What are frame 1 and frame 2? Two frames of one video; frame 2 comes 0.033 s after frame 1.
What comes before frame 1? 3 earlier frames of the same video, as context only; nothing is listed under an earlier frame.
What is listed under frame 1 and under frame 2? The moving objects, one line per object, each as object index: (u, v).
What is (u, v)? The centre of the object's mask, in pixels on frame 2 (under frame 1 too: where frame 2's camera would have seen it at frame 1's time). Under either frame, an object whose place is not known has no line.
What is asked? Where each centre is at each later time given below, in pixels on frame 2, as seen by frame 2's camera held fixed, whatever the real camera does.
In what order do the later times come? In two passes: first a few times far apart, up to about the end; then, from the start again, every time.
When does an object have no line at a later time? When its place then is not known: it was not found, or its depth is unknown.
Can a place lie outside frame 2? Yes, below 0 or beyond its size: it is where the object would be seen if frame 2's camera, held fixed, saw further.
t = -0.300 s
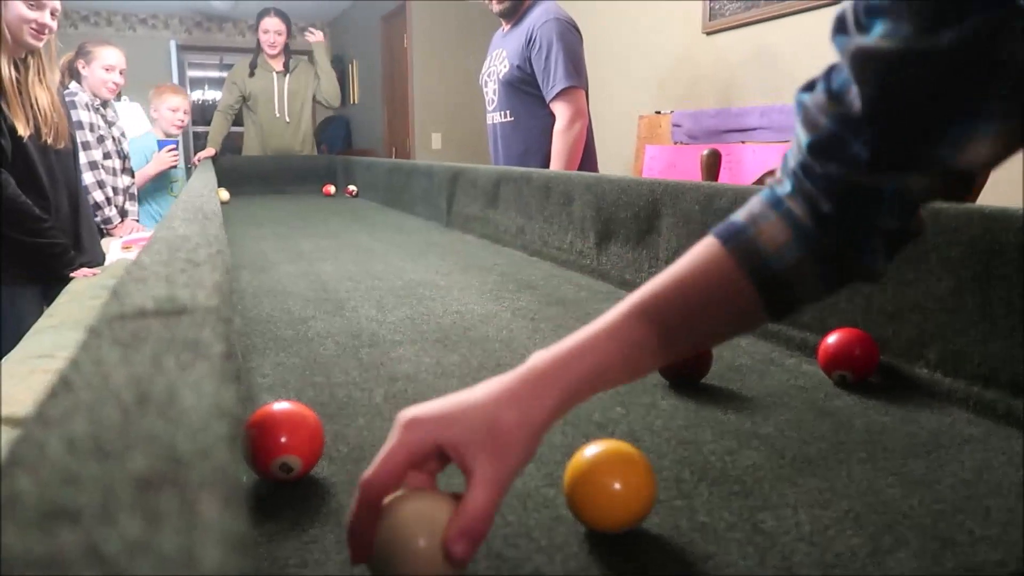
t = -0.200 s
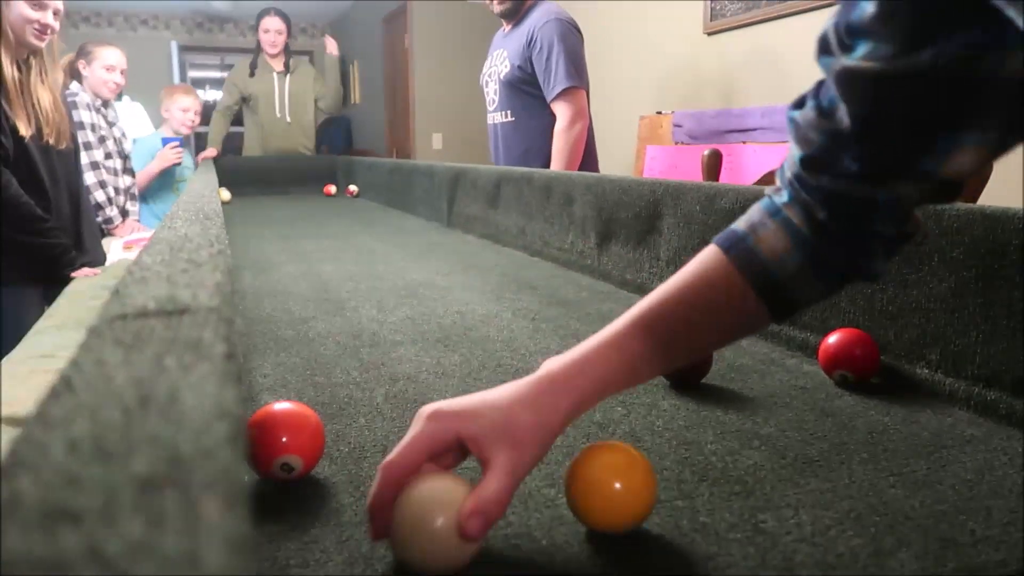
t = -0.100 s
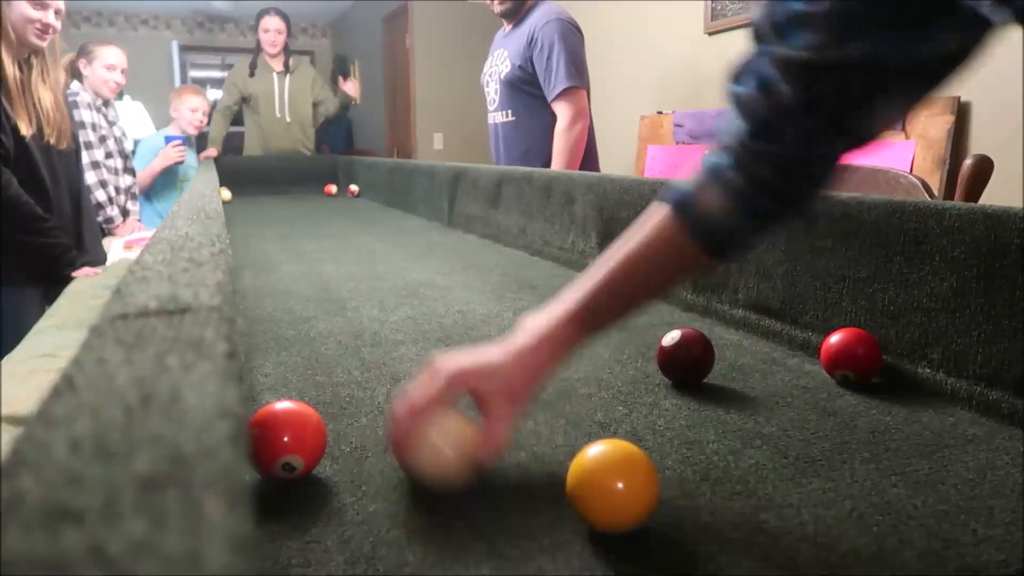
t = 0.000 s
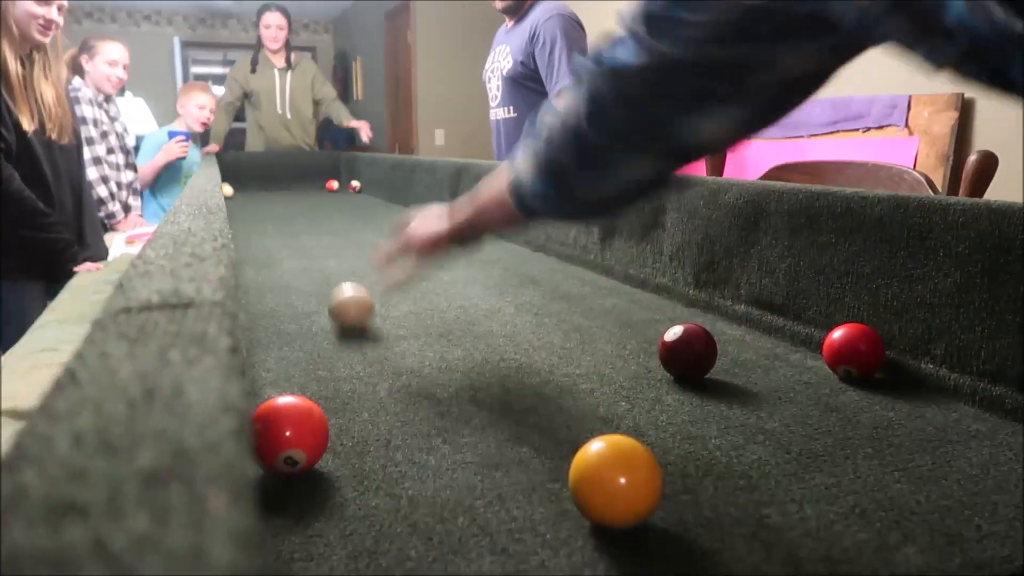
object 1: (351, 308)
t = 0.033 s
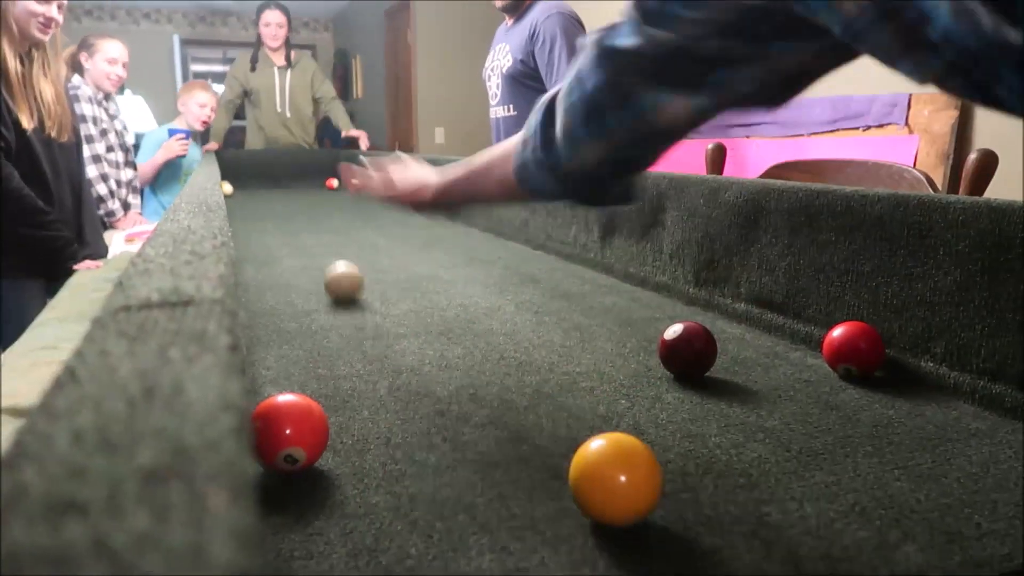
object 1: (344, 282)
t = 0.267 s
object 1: (326, 214)
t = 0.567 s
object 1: (327, 187)
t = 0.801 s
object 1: (291, 183)
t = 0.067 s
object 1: (338, 264)
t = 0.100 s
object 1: (335, 251)
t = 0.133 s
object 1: (332, 241)
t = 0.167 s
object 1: (330, 232)
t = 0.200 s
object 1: (328, 225)
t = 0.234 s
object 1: (327, 218)
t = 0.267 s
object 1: (326, 214)
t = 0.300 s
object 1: (326, 209)
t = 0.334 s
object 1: (326, 205)
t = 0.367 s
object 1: (326, 201)
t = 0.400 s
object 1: (325, 198)
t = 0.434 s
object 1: (325, 196)
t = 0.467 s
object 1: (326, 193)
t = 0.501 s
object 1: (326, 191)
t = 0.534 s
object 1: (326, 189)
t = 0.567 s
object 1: (327, 187)
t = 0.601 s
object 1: (328, 185)
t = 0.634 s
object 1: (324, 184)
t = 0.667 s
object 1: (317, 184)
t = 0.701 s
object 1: (310, 184)
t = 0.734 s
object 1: (303, 184)
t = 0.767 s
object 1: (297, 183)
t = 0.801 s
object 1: (291, 183)
